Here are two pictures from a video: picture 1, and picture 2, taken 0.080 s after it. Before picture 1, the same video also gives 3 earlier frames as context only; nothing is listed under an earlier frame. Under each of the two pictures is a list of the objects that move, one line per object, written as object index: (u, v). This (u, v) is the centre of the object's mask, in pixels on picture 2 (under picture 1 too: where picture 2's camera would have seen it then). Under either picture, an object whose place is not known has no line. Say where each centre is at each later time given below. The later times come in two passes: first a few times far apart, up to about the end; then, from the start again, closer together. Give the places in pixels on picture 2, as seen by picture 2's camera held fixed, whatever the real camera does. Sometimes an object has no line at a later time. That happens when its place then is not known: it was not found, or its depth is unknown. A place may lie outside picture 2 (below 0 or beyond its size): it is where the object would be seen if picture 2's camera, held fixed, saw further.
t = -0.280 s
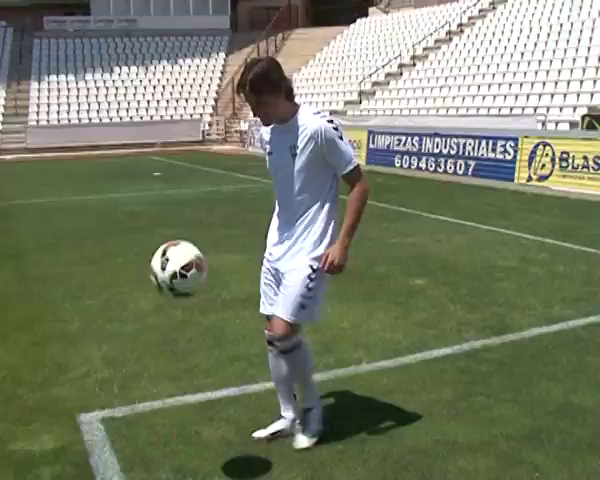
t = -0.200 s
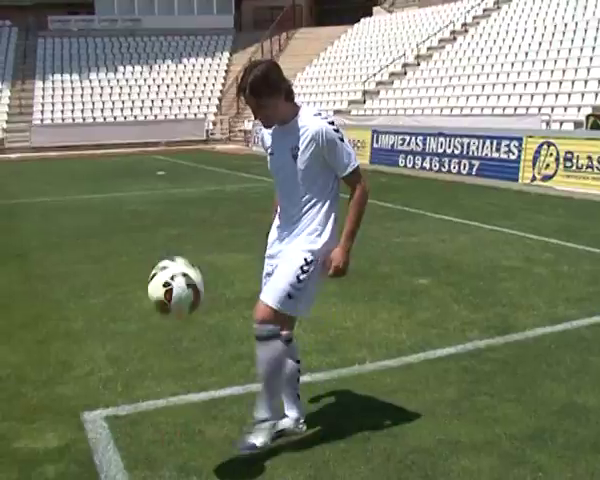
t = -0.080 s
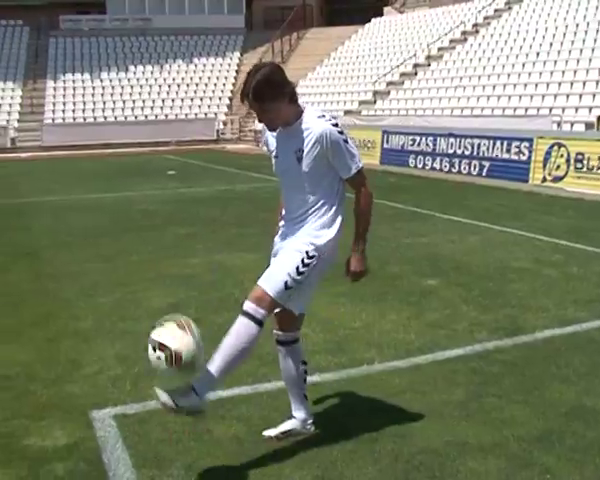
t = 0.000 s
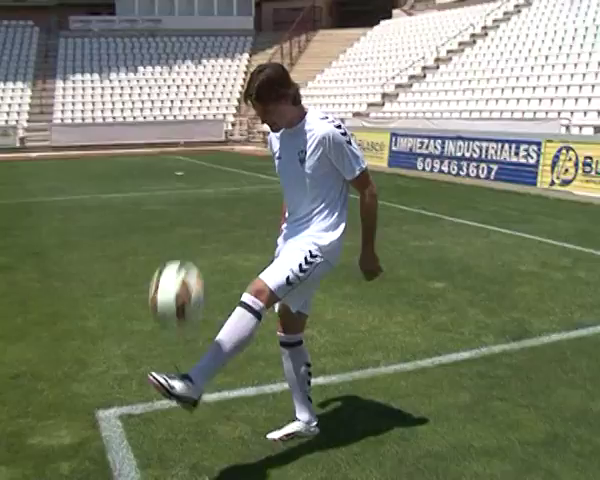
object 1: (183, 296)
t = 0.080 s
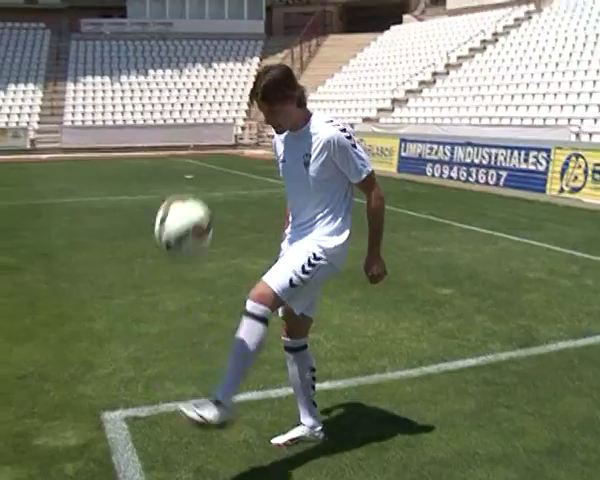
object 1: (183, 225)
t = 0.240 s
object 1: (183, 132)
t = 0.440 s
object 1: (185, 103)
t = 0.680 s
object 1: (199, 217)
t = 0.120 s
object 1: (182, 196)
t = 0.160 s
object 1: (183, 171)
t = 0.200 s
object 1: (182, 150)
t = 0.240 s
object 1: (183, 132)
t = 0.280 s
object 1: (183, 119)
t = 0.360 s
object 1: (184, 103)
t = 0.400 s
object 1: (184, 101)
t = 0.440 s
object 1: (185, 103)
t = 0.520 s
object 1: (189, 122)
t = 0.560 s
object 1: (192, 139)
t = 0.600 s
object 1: (194, 161)
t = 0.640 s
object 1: (197, 188)
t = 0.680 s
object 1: (199, 217)
